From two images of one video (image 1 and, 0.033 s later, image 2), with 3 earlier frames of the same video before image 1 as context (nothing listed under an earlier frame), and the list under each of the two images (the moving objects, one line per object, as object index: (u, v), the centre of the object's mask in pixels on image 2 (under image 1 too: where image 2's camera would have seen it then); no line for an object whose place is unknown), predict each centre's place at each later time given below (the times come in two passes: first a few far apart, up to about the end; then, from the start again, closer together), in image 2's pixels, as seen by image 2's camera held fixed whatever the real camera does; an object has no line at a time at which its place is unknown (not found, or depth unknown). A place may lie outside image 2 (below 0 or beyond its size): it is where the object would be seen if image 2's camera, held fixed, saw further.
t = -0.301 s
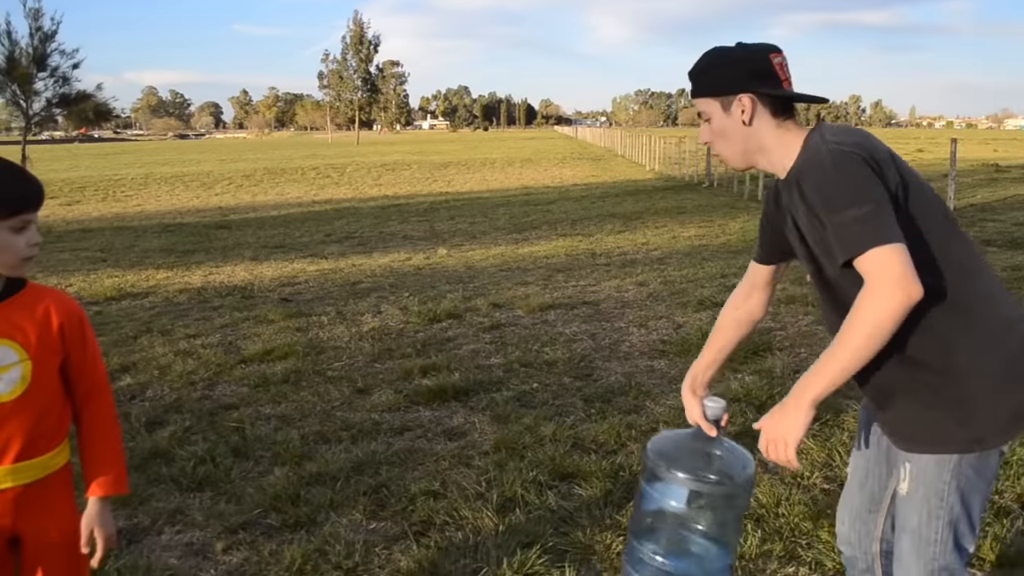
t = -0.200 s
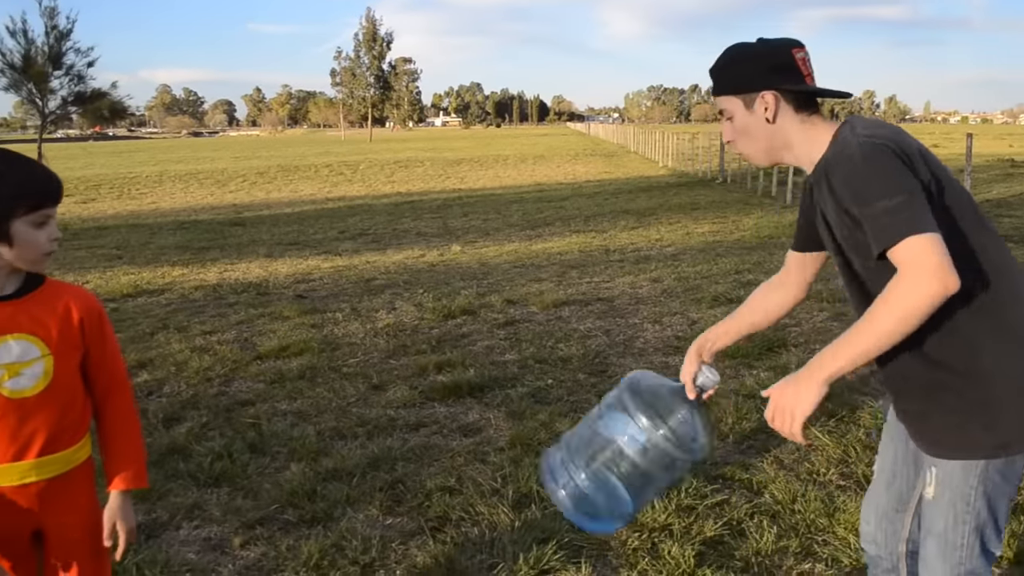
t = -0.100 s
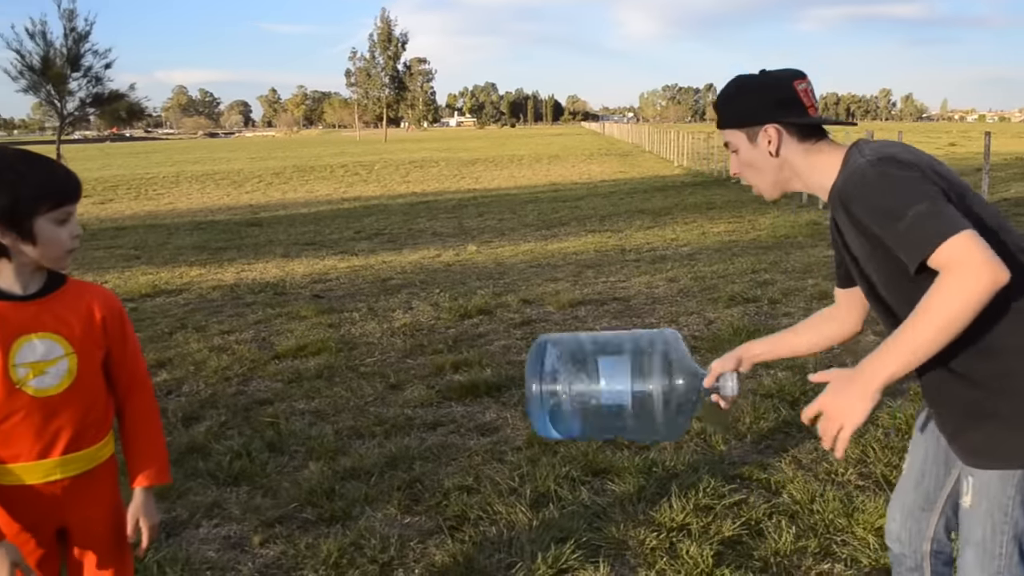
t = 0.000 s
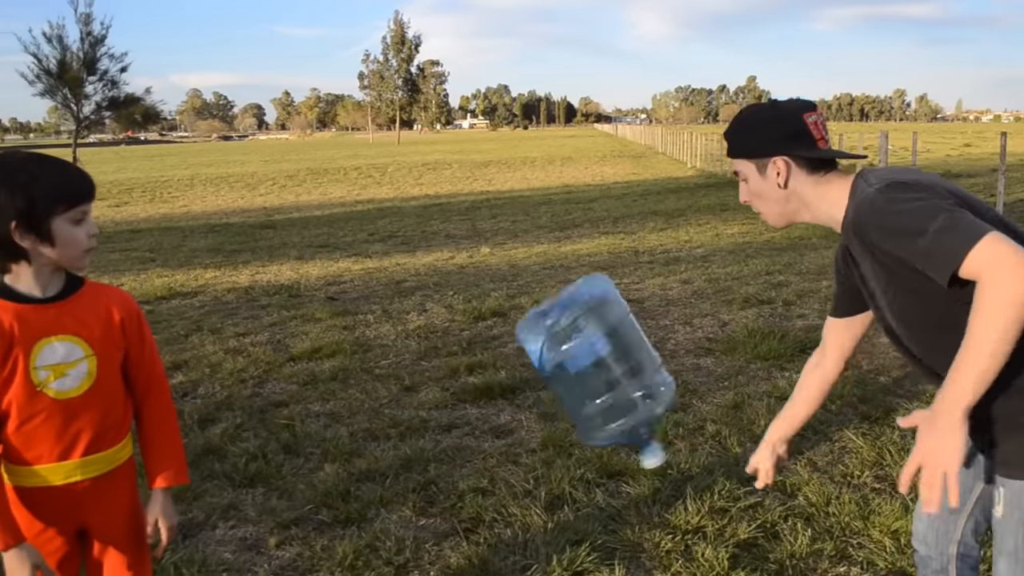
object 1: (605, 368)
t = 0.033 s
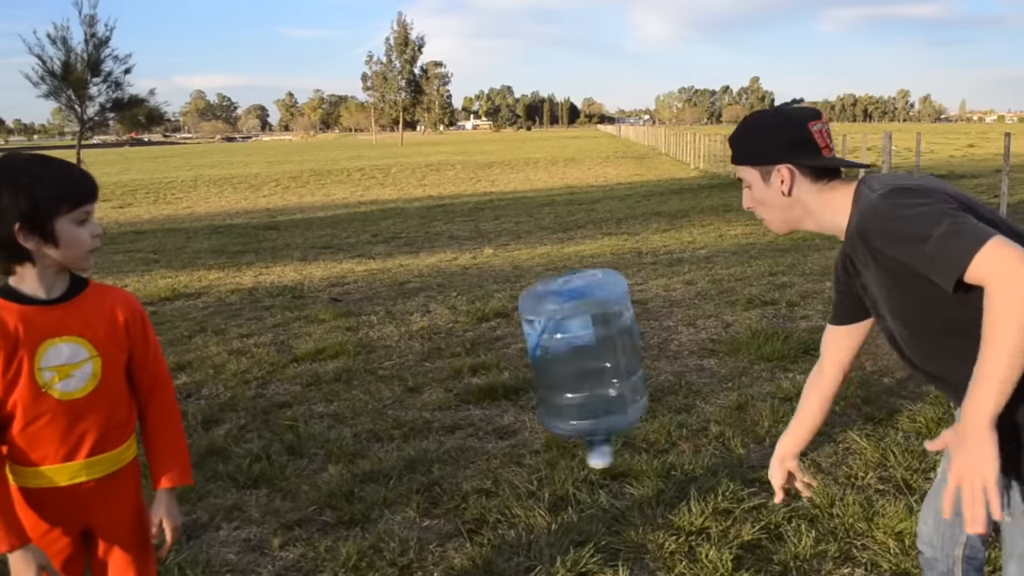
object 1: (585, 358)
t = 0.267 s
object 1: (532, 347)
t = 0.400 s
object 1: (531, 448)
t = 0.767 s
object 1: (514, 504)
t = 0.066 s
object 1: (568, 346)
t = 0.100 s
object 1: (555, 335)
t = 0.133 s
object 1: (546, 327)
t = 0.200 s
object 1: (537, 327)
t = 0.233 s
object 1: (533, 334)
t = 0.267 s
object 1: (532, 347)
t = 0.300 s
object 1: (531, 366)
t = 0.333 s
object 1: (531, 387)
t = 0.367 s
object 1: (531, 415)
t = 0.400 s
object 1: (531, 448)
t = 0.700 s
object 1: (510, 505)
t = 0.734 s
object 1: (511, 504)
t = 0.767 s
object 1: (514, 504)
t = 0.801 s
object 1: (515, 504)
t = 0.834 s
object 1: (515, 504)
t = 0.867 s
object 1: (515, 504)
